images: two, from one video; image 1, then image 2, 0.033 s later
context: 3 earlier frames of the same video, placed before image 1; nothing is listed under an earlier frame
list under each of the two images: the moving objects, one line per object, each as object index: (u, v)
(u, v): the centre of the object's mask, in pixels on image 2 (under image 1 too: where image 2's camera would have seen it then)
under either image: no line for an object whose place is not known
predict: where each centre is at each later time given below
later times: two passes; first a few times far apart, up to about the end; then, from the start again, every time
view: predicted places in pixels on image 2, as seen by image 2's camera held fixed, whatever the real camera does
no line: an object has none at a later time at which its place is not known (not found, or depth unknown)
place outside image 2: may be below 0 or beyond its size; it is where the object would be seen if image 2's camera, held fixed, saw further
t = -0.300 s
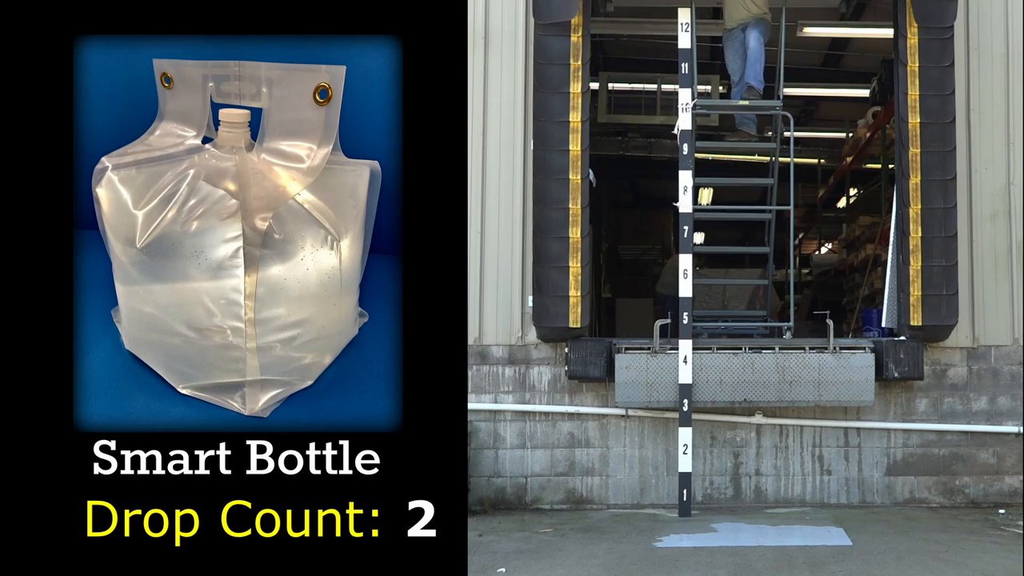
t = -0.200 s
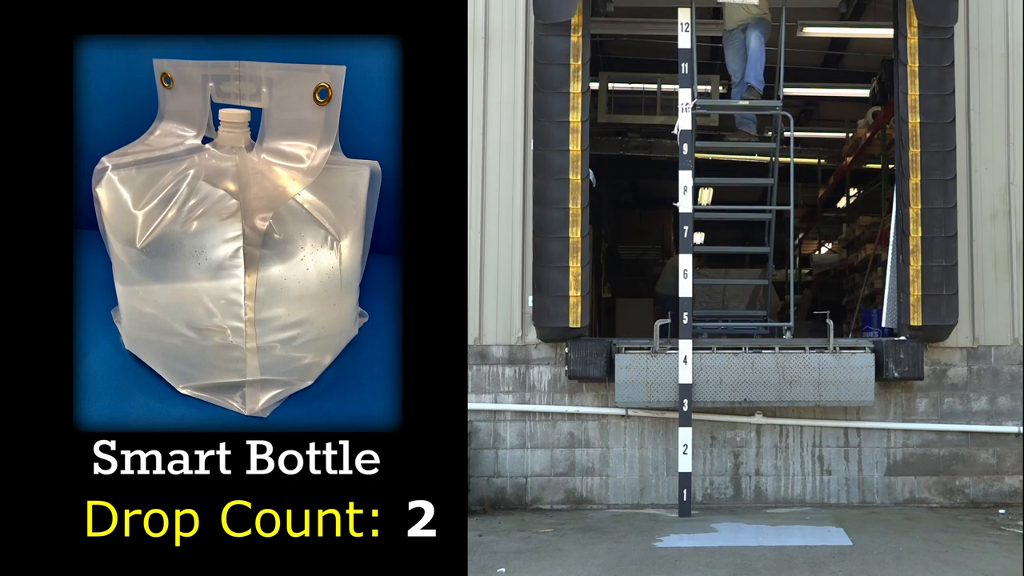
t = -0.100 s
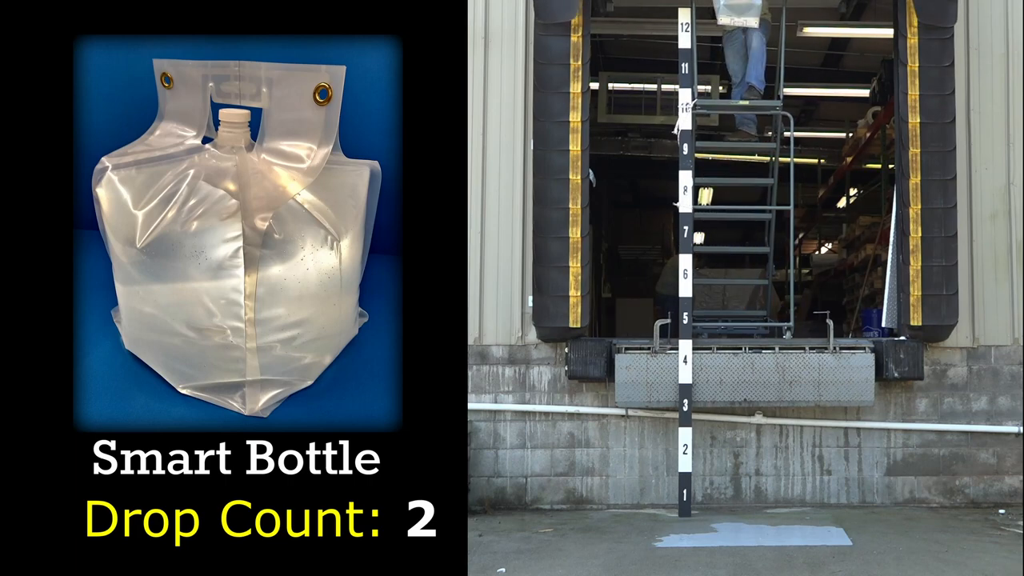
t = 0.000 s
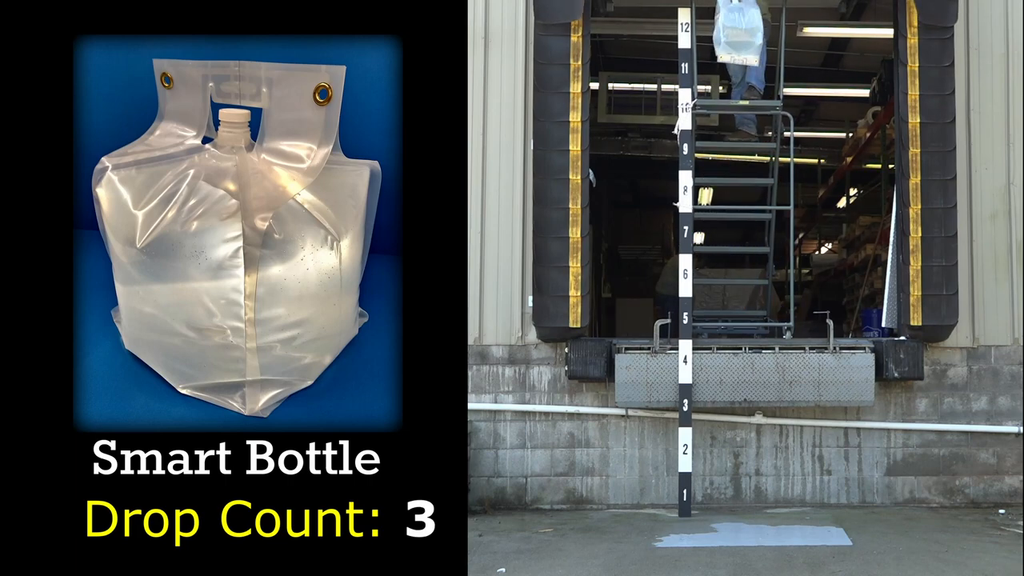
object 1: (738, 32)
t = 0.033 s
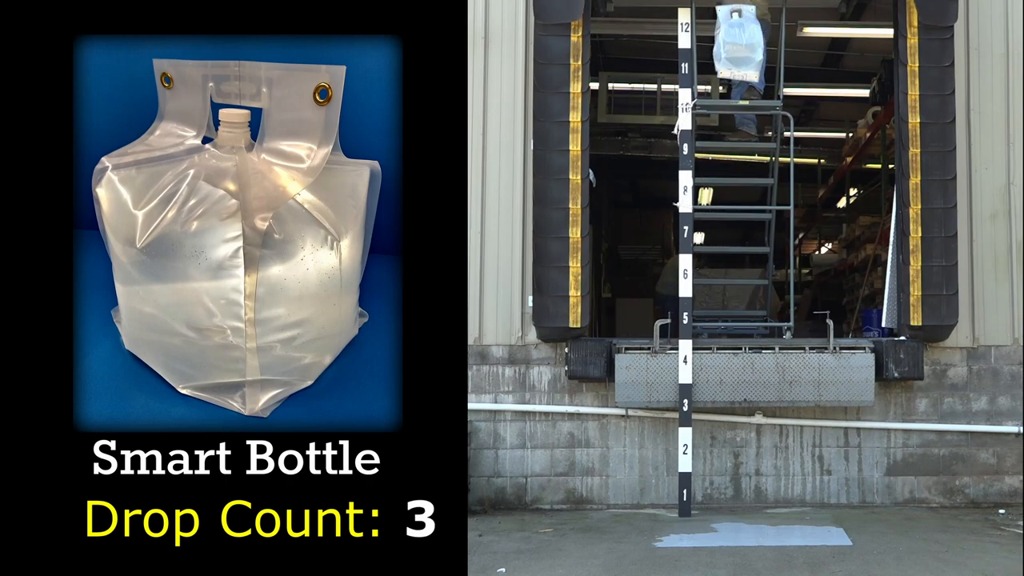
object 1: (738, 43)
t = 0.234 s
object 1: (739, 172)
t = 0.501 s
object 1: (740, 447)
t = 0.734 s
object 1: (753, 481)
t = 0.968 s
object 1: (769, 502)
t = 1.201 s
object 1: (767, 512)
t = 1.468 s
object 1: (760, 510)
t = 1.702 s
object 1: (760, 510)
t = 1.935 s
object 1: (760, 510)
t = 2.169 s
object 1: (760, 510)
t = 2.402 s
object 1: (760, 510)
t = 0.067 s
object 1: (738, 61)
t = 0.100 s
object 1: (738, 80)
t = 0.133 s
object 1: (738, 101)
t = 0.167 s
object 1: (739, 123)
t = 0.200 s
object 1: (739, 146)
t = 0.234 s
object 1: (739, 172)
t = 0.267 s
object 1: (739, 200)
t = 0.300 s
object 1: (739, 230)
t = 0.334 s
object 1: (739, 261)
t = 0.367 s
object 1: (740, 295)
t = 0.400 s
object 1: (740, 329)
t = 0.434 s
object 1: (740, 367)
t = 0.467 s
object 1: (740, 407)
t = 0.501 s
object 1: (740, 447)
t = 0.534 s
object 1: (740, 489)
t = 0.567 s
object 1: (741, 513)
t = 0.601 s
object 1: (743, 499)
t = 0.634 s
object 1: (746, 492)
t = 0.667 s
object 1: (748, 488)
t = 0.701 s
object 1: (750, 485)
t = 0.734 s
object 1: (753, 481)
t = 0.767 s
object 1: (755, 479)
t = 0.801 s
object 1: (757, 480)
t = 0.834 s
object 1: (760, 482)
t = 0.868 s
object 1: (762, 485)
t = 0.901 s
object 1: (765, 490)
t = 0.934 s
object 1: (767, 495)
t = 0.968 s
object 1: (769, 502)
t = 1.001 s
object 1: (771, 510)
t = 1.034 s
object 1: (768, 511)
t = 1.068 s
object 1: (769, 509)
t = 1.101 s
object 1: (769, 507)
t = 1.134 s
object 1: (769, 507)
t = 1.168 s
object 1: (769, 509)
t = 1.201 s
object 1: (767, 512)
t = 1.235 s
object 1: (765, 512)
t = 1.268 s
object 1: (765, 510)
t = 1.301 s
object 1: (764, 510)
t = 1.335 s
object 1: (763, 511)
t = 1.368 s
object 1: (762, 511)
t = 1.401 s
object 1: (761, 510)
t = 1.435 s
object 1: (760, 510)
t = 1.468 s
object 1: (760, 510)
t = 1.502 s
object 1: (759, 511)
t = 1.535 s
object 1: (759, 511)
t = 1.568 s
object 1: (759, 510)
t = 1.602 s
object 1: (759, 510)
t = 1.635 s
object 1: (759, 510)
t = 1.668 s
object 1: (759, 510)
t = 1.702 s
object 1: (760, 510)
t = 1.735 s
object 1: (760, 510)
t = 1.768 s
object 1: (759, 510)
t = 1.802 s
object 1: (759, 510)
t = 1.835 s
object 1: (759, 510)
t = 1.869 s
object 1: (759, 510)
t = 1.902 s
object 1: (760, 510)
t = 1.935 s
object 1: (760, 510)
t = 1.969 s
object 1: (760, 510)
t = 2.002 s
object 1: (760, 510)
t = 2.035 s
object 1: (760, 510)
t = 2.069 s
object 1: (760, 510)
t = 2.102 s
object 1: (760, 510)
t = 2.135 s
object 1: (760, 510)
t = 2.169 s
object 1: (760, 510)
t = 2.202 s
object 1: (760, 510)
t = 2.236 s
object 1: (760, 510)
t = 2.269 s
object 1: (760, 510)
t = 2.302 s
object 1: (760, 510)
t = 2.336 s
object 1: (760, 510)
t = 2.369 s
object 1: (760, 510)
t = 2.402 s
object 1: (760, 510)
